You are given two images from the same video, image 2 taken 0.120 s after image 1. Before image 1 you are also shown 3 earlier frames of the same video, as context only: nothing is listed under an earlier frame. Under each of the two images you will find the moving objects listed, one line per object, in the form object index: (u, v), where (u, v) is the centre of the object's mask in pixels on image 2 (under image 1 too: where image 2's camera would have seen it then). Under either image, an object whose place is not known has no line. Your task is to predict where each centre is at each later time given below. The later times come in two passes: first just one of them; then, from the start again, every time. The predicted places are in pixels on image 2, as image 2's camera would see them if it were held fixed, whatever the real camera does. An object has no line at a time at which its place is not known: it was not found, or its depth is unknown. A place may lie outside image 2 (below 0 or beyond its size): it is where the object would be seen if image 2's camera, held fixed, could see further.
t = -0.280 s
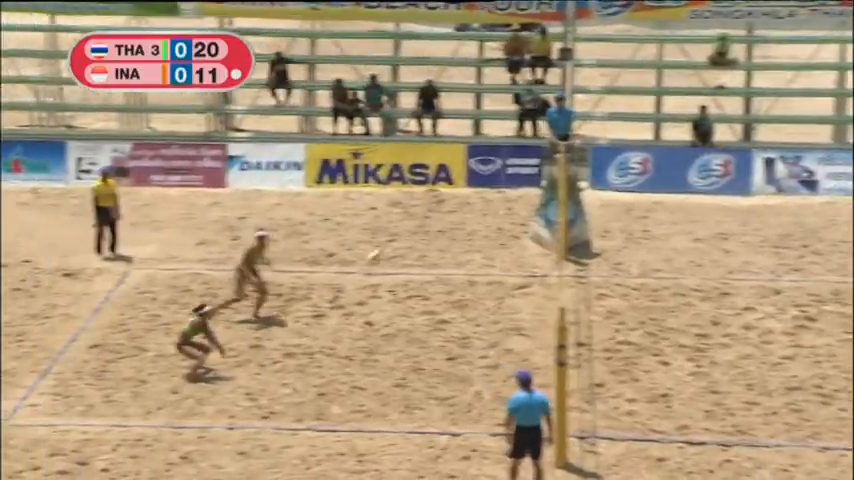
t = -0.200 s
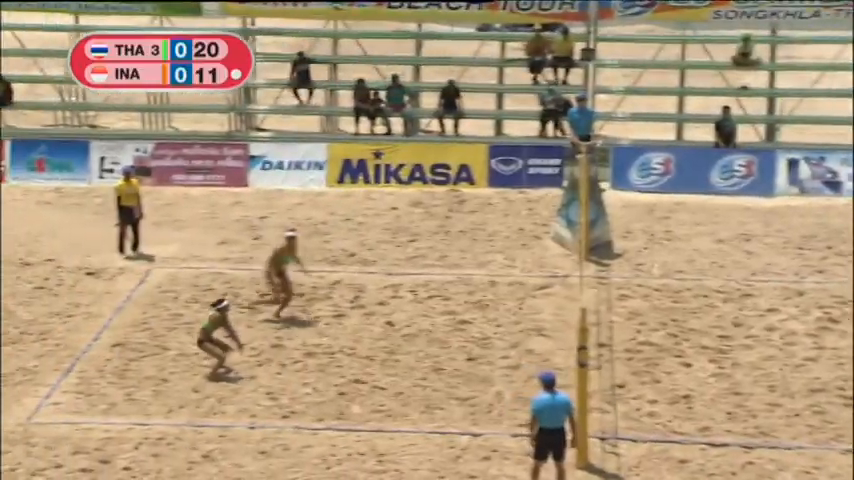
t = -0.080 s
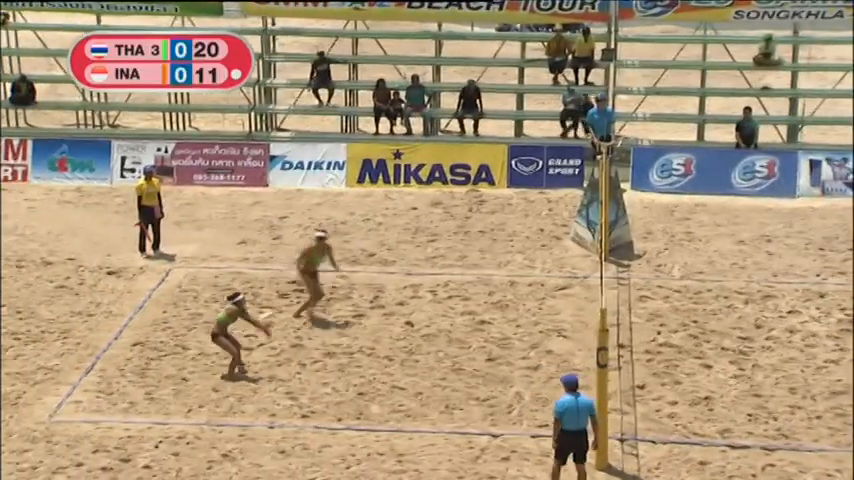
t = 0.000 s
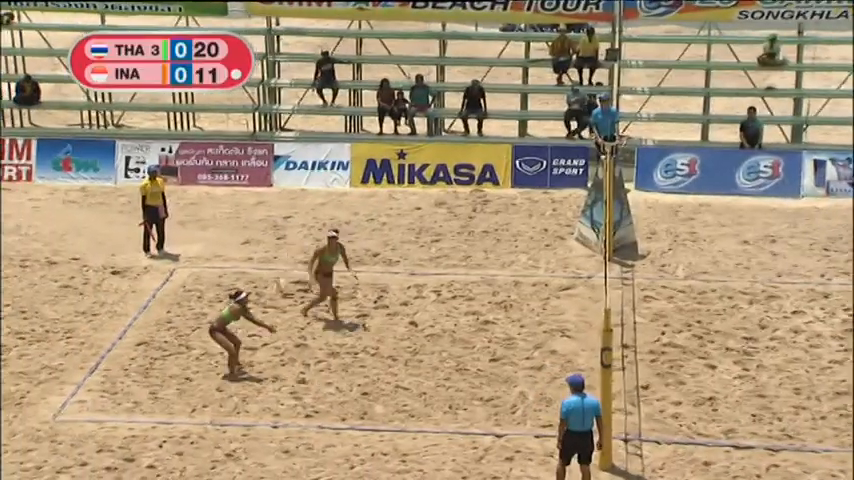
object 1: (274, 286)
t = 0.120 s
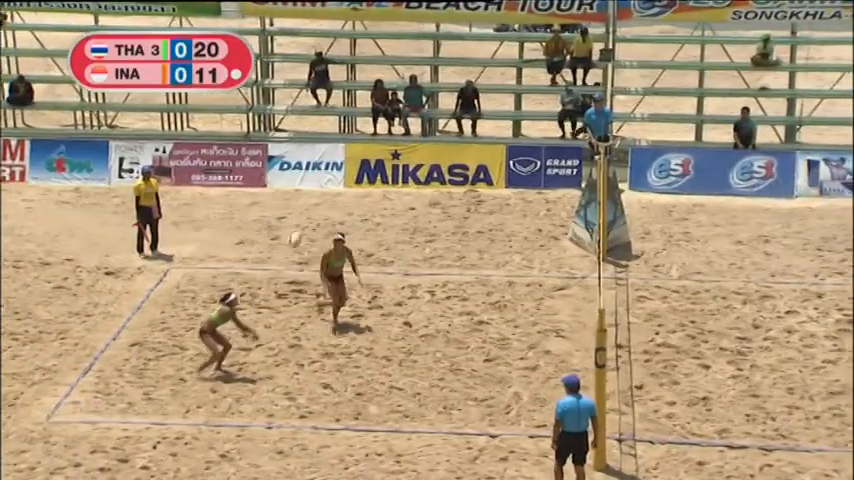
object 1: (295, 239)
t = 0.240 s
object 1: (313, 200)
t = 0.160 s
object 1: (300, 226)
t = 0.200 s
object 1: (306, 212)
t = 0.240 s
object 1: (313, 200)
